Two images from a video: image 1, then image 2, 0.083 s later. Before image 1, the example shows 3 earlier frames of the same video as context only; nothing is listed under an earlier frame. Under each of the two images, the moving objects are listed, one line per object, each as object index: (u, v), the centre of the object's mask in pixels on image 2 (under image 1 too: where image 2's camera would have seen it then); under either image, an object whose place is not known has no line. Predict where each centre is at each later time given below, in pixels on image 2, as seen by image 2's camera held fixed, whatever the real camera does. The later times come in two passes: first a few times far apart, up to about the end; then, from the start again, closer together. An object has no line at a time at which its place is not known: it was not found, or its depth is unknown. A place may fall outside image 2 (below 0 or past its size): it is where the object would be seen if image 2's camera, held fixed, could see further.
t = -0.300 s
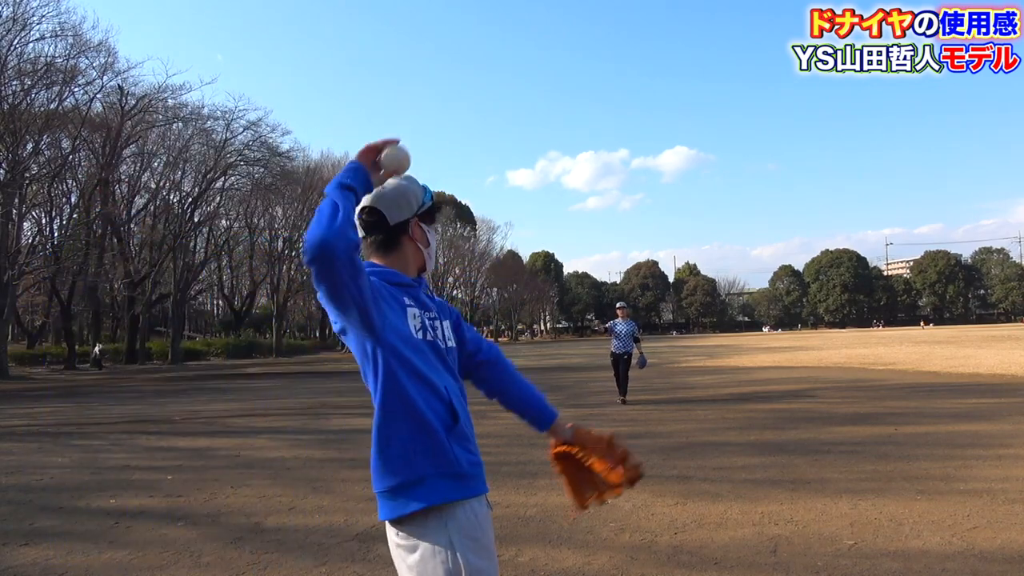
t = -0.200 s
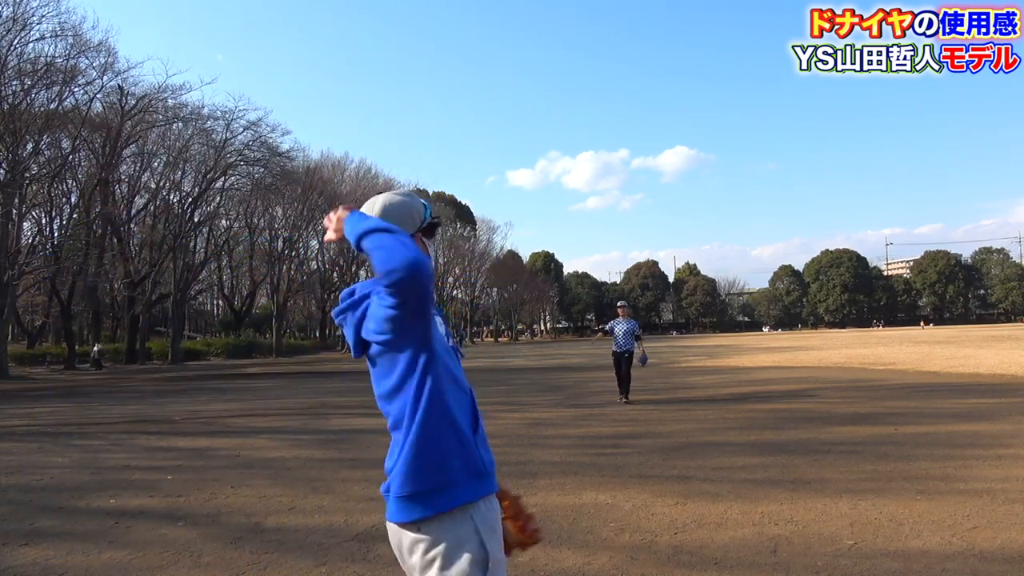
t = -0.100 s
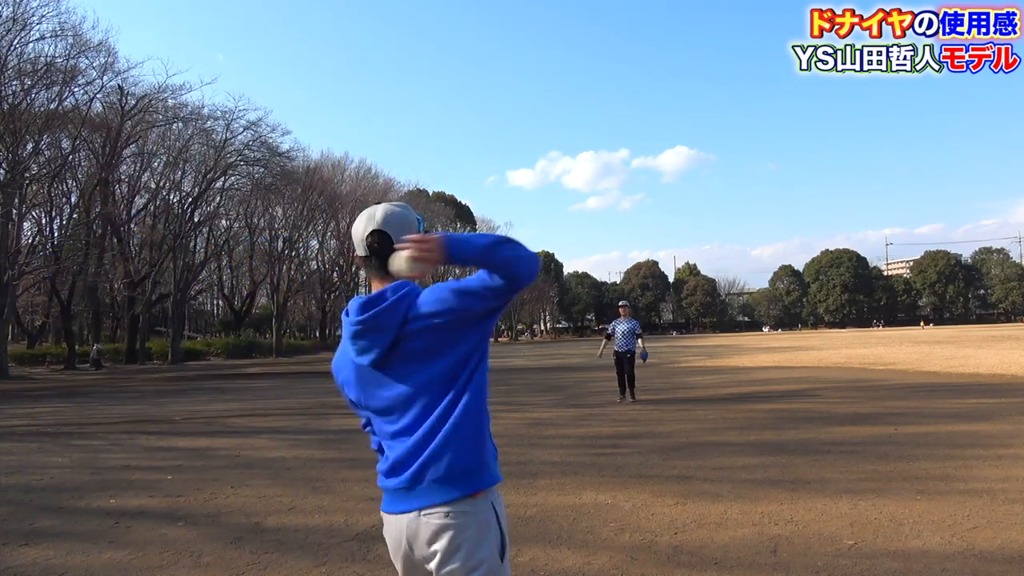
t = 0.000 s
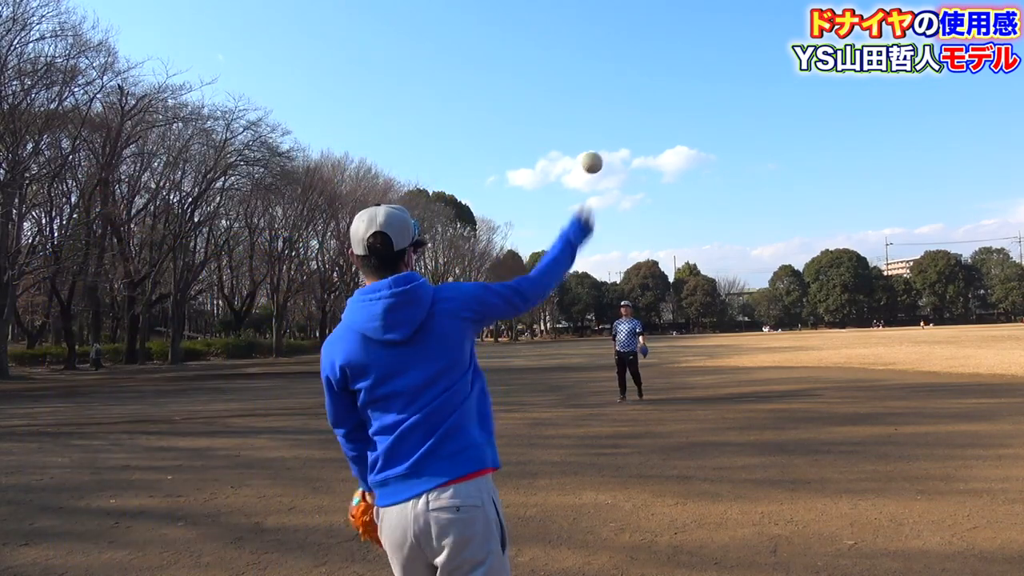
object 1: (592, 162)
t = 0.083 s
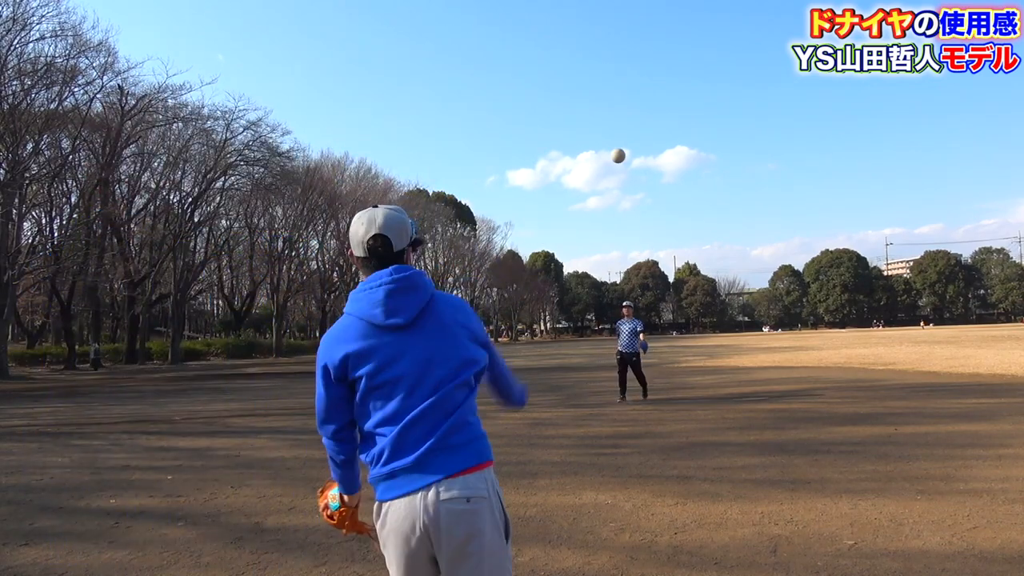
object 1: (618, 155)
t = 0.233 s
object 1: (638, 172)
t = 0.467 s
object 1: (651, 218)
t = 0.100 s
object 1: (621, 156)
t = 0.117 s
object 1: (624, 157)
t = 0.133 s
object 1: (627, 159)
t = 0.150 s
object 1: (629, 160)
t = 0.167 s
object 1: (631, 162)
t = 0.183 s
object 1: (633, 164)
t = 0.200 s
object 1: (635, 167)
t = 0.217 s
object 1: (637, 170)
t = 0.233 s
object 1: (638, 172)
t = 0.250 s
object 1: (639, 175)
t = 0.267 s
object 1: (640, 178)
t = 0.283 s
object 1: (642, 181)
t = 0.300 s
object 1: (643, 184)
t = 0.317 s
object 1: (644, 187)
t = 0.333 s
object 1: (645, 190)
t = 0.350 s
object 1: (646, 194)
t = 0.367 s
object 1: (646, 197)
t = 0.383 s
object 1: (647, 200)
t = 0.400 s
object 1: (648, 204)
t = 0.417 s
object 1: (649, 208)
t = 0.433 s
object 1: (650, 211)
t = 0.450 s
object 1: (650, 215)
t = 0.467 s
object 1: (651, 218)
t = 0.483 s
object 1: (651, 222)
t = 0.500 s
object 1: (652, 227)
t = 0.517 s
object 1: (653, 230)
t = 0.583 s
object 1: (655, 246)
